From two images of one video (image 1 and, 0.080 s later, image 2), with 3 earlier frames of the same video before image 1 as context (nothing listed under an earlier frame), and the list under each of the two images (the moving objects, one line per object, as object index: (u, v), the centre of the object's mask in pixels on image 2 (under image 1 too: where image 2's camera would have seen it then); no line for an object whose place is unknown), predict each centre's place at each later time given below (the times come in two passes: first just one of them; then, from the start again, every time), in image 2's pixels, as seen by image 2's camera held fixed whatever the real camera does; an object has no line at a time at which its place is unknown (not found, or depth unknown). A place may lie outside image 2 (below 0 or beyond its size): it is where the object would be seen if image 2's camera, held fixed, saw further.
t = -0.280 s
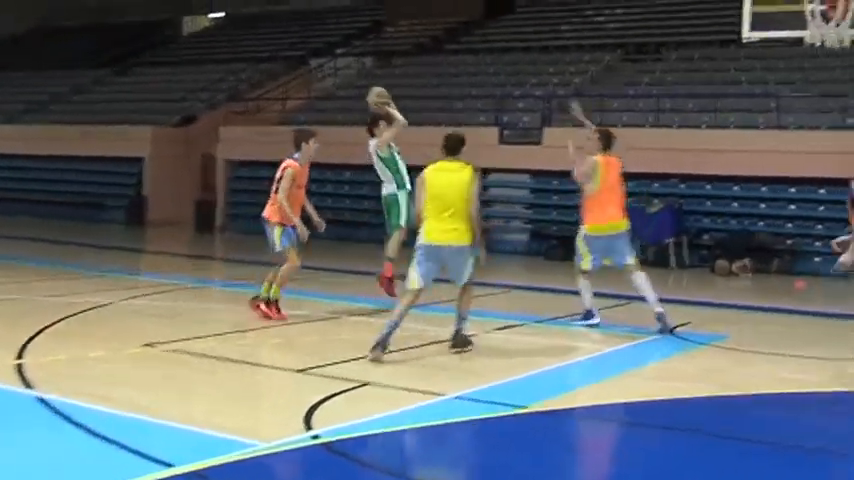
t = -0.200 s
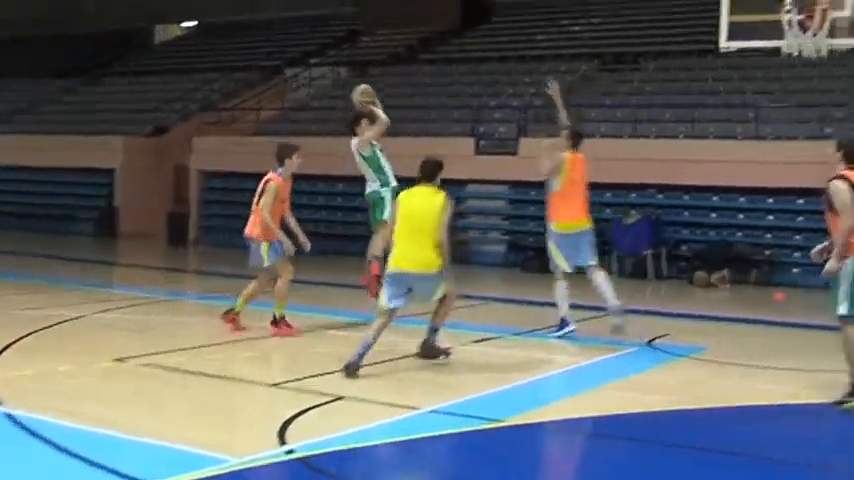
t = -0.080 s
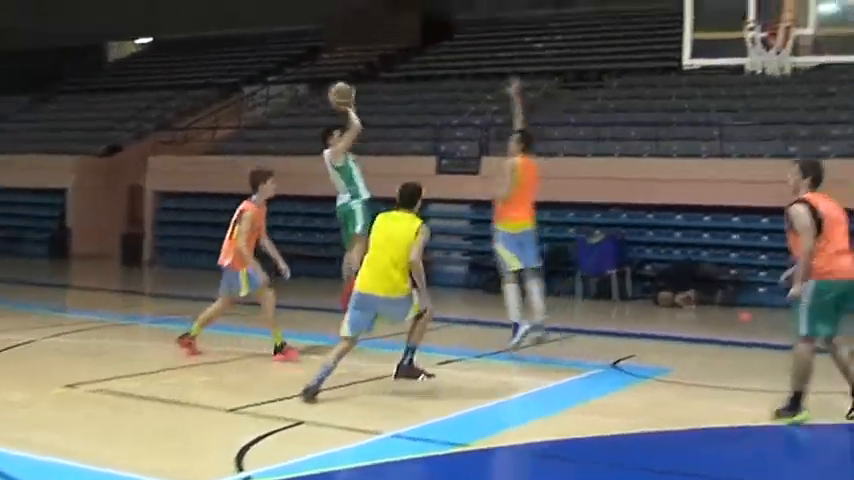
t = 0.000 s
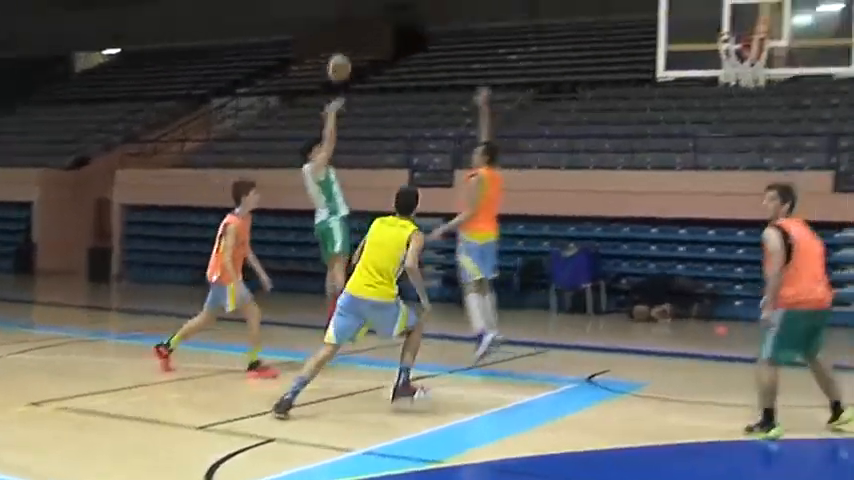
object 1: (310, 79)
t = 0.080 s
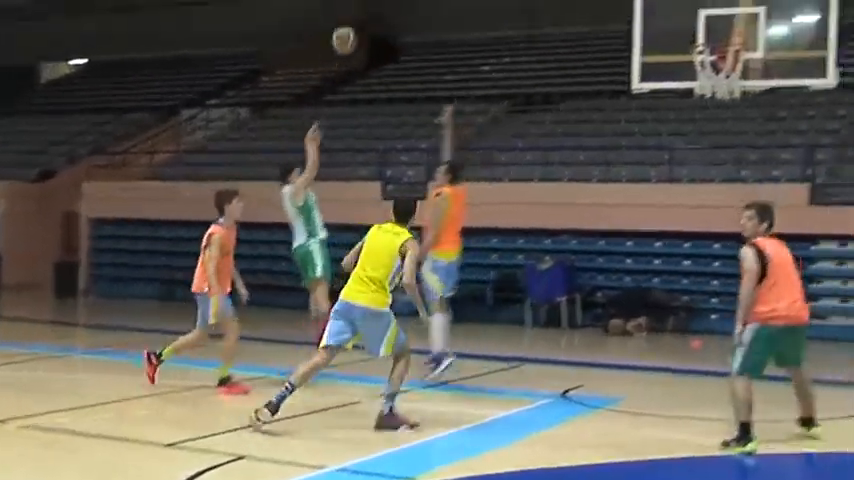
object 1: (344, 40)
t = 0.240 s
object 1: (410, -11)
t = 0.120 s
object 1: (360, 23)
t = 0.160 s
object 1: (377, 7)
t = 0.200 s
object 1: (394, -4)
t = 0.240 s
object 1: (410, -11)
